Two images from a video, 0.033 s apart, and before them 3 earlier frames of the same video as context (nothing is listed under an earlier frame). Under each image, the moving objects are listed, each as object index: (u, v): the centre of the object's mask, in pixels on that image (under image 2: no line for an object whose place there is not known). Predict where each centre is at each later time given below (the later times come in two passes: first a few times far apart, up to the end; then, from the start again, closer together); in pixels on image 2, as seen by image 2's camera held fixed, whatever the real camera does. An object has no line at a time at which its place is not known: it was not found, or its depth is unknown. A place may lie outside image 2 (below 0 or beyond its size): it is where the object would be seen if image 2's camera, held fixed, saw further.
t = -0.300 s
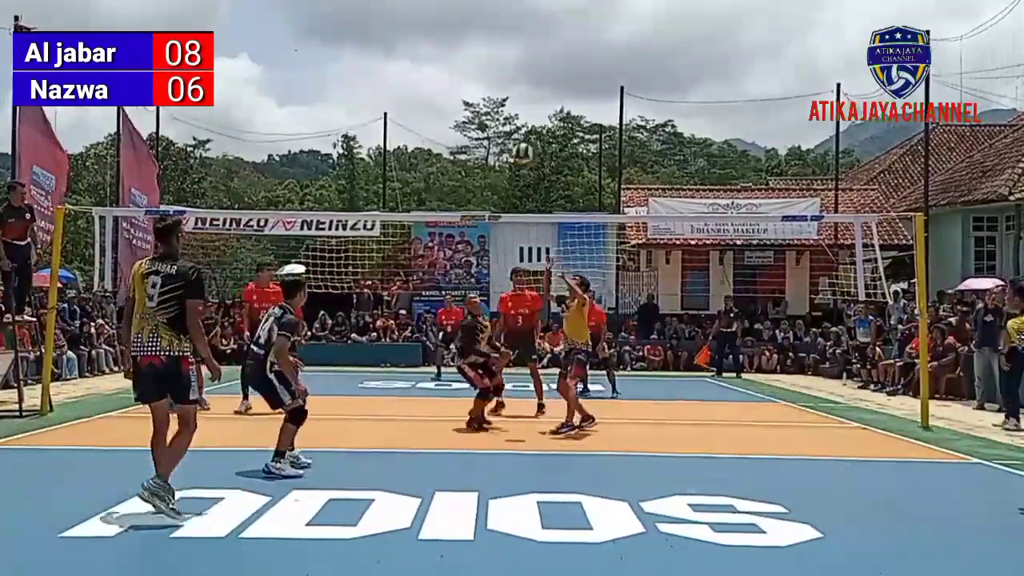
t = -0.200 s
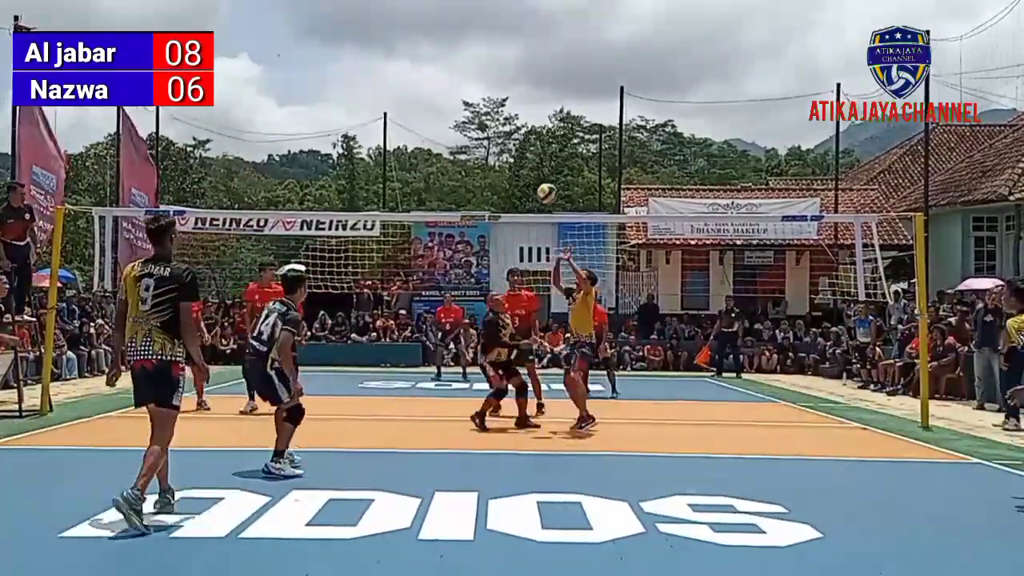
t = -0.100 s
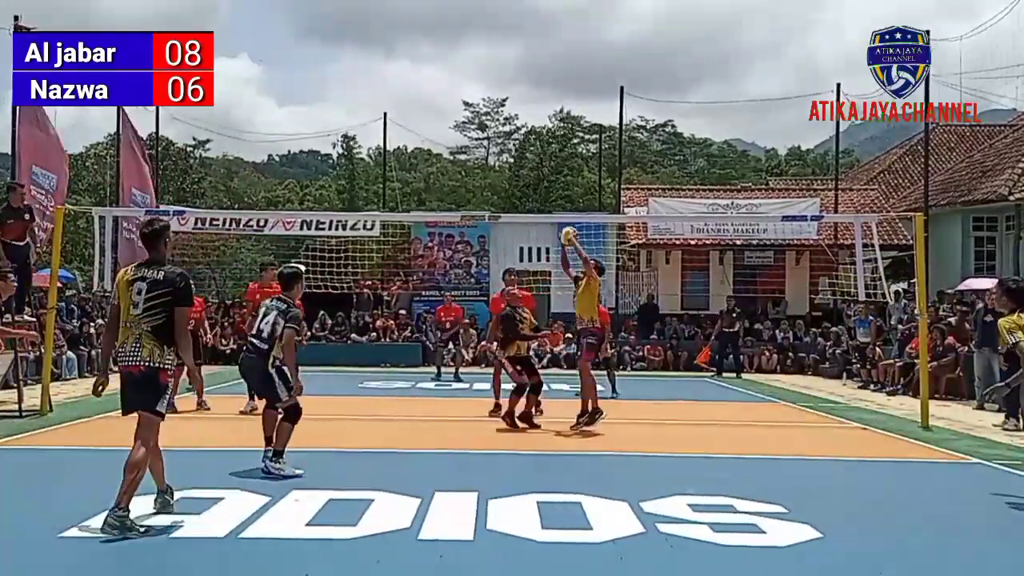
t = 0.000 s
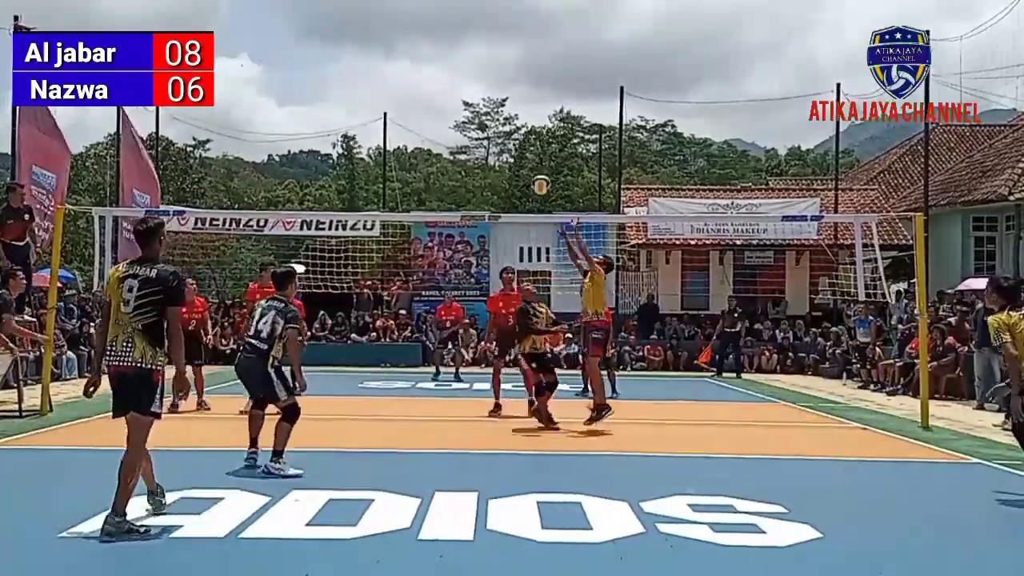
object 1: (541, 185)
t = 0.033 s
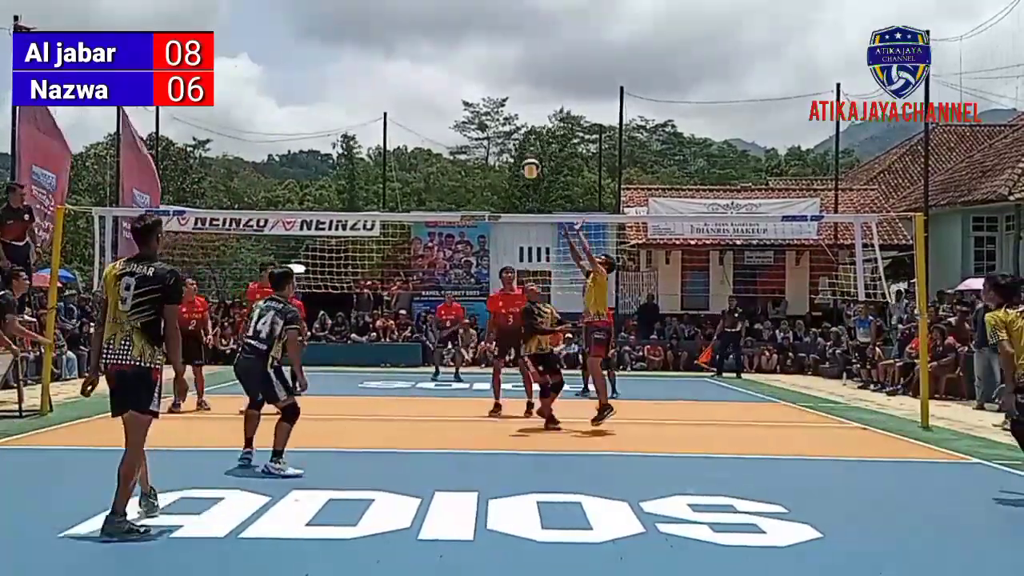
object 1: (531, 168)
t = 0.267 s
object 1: (459, 82)
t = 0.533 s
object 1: (380, 43)
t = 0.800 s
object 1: (309, 69)
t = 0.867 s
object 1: (292, 85)
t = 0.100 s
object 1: (510, 139)
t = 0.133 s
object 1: (502, 124)
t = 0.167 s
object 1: (491, 113)
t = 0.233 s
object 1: (469, 91)
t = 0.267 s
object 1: (459, 82)
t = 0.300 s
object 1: (449, 74)
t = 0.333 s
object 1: (438, 66)
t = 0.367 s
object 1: (429, 60)
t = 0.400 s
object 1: (419, 55)
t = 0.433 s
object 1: (409, 51)
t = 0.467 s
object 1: (400, 47)
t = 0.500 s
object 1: (390, 45)
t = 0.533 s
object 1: (380, 43)
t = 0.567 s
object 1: (371, 43)
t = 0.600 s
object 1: (362, 44)
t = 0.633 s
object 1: (353, 46)
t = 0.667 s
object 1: (344, 49)
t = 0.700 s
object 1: (335, 53)
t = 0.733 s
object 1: (326, 57)
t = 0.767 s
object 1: (317, 63)
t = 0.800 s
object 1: (309, 69)
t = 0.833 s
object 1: (300, 77)
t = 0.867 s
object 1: (292, 85)
